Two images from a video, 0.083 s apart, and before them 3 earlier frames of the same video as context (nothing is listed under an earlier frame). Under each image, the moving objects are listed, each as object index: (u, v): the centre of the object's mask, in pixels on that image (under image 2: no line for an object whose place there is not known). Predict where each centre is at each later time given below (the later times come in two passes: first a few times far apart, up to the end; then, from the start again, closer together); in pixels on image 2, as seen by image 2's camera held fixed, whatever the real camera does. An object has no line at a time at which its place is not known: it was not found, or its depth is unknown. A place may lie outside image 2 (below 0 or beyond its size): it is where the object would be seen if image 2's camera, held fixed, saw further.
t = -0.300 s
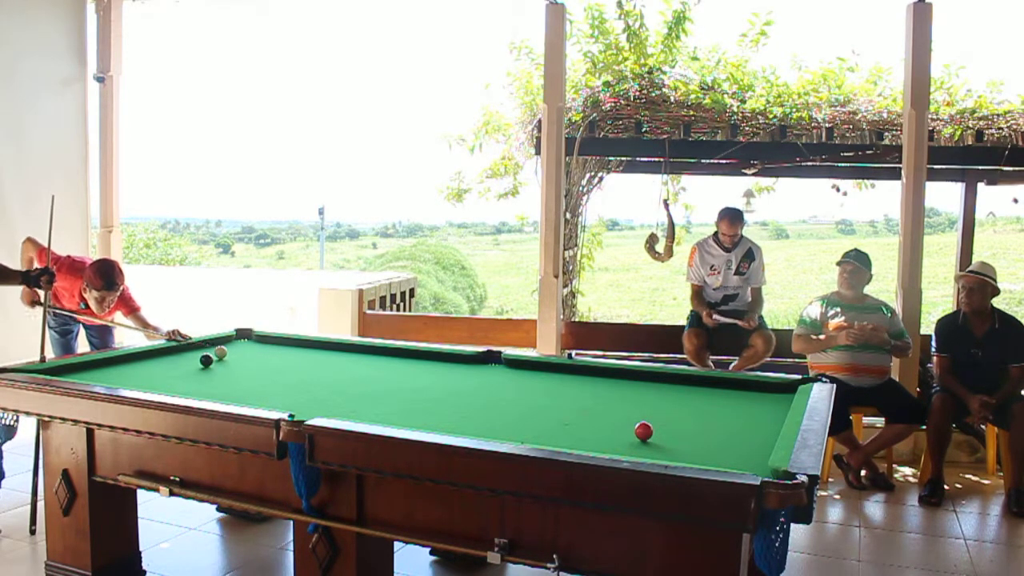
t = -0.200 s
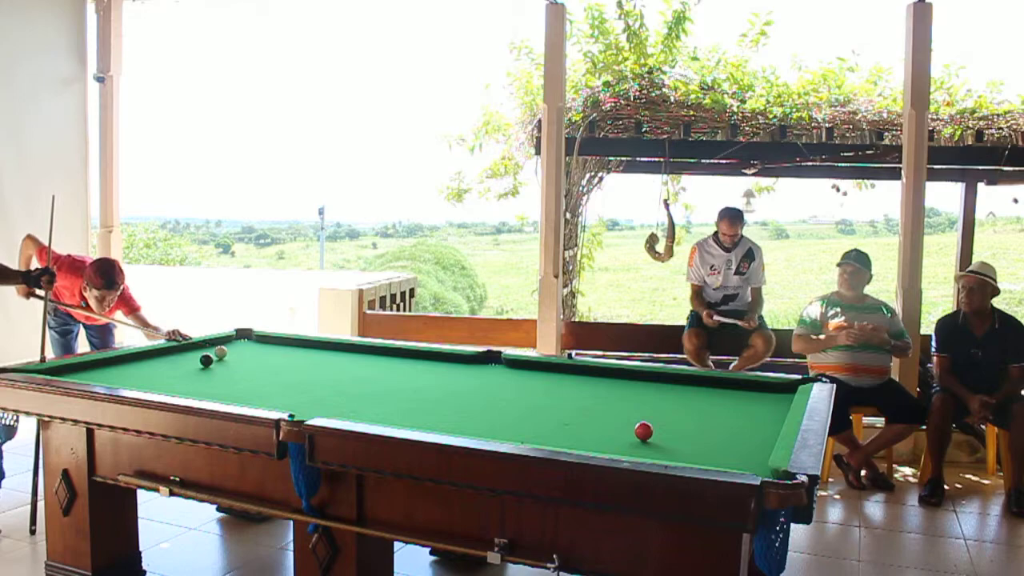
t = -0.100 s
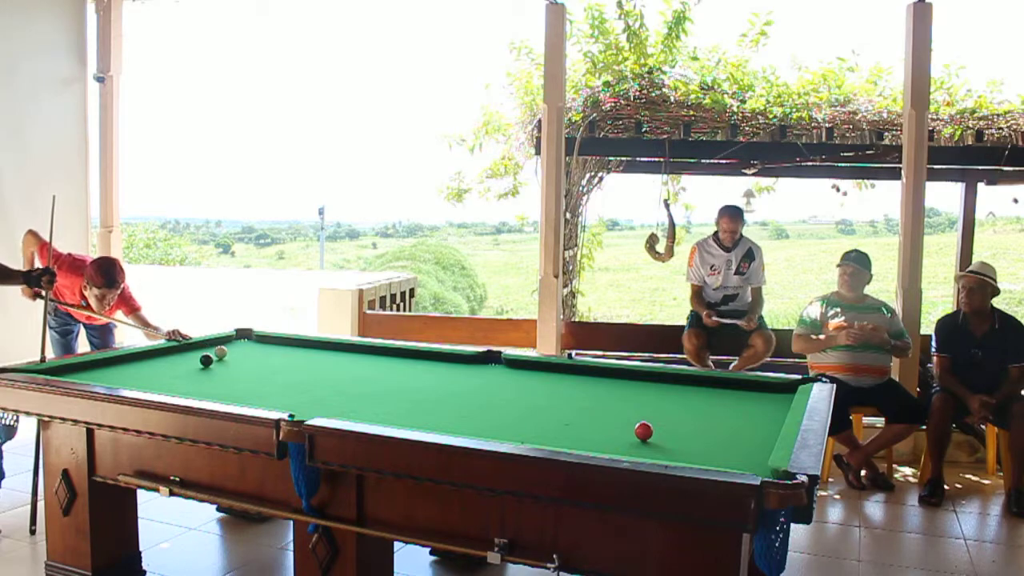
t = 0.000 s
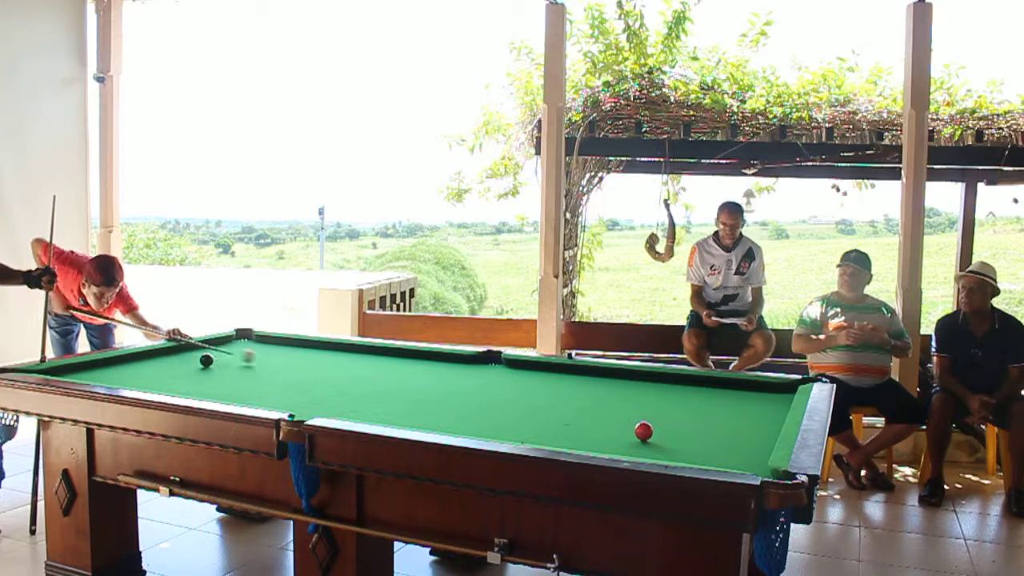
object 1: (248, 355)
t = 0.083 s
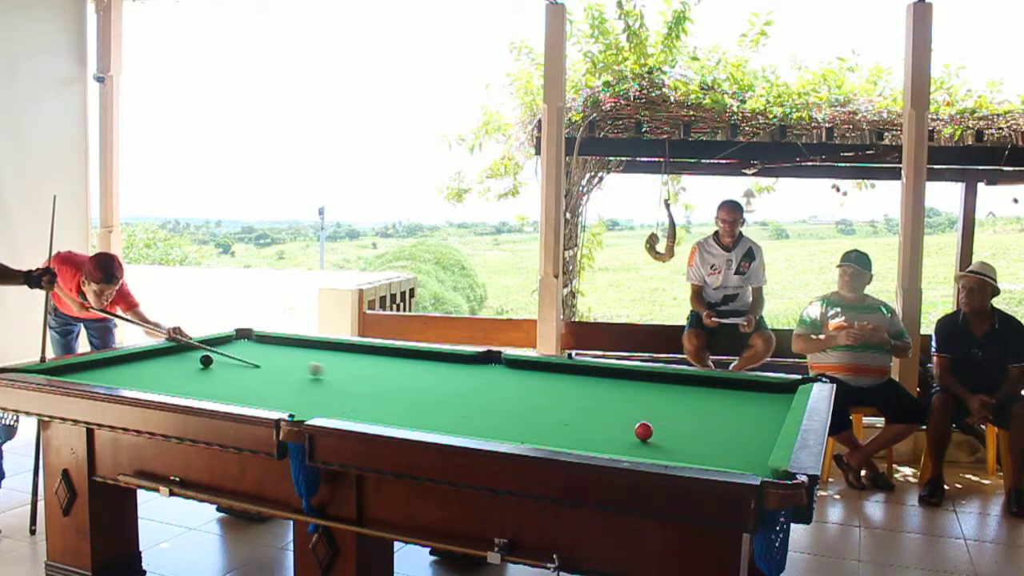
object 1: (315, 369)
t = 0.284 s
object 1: (509, 405)
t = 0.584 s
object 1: (717, 421)
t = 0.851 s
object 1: (719, 413)
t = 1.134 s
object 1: (640, 400)
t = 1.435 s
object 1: (569, 388)
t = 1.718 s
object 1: (509, 379)
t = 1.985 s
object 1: (460, 371)
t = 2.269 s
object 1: (415, 363)
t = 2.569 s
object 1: (373, 355)
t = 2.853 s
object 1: (339, 349)
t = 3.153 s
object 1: (307, 344)
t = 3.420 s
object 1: (282, 340)
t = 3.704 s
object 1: (256, 337)
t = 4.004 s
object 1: (246, 336)
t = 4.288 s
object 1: (261, 337)
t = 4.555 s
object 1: (272, 338)
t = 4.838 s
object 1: (280, 340)
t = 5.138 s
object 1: (287, 341)
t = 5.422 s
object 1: (292, 342)
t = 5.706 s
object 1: (297, 343)
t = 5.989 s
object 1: (300, 343)
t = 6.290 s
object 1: (302, 343)
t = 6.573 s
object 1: (303, 343)
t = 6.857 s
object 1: (302, 344)
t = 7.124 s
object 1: (302, 344)
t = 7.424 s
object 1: (302, 344)
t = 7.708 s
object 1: (302, 343)
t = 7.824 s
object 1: (302, 343)
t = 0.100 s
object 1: (329, 372)
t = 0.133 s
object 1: (359, 377)
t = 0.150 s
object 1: (374, 380)
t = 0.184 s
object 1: (406, 386)
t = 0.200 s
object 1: (423, 391)
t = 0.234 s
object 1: (455, 395)
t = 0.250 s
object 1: (474, 398)
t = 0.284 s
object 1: (509, 405)
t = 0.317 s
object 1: (546, 412)
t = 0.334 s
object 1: (564, 415)
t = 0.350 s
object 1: (584, 418)
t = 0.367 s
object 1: (604, 421)
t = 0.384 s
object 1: (624, 425)
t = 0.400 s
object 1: (636, 426)
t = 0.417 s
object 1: (643, 426)
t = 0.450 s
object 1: (656, 425)
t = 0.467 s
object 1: (663, 424)
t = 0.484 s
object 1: (671, 423)
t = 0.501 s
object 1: (678, 423)
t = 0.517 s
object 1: (686, 422)
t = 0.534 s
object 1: (693, 422)
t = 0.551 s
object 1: (701, 422)
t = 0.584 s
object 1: (717, 421)
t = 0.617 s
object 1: (734, 421)
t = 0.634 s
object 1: (743, 421)
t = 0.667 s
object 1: (760, 422)
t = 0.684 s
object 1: (769, 422)
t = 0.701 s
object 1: (776, 421)
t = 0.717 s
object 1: (770, 420)
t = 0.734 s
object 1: (762, 420)
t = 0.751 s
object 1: (755, 418)
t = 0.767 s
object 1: (749, 417)
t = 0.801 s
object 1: (736, 415)
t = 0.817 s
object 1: (730, 415)
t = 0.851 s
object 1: (719, 413)
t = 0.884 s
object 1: (710, 411)
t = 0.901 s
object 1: (705, 411)
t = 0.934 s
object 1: (696, 409)
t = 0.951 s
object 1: (690, 408)
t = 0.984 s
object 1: (681, 407)
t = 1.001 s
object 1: (676, 406)
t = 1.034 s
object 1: (668, 405)
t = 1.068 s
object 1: (658, 403)
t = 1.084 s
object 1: (654, 402)
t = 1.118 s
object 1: (645, 401)
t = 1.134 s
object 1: (640, 400)
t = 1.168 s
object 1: (632, 399)
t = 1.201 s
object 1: (624, 397)
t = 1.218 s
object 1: (620, 397)
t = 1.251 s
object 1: (611, 396)
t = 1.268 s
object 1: (607, 395)
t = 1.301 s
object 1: (599, 393)
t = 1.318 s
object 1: (595, 393)
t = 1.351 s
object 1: (587, 391)
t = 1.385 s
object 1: (580, 390)
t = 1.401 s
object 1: (576, 389)
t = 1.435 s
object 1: (569, 388)
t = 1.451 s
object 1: (565, 388)
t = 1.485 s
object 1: (557, 387)
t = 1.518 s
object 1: (550, 386)
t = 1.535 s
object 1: (546, 385)
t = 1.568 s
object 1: (539, 383)
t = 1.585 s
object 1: (535, 383)
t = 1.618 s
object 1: (529, 382)
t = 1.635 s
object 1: (525, 381)
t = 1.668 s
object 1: (518, 380)
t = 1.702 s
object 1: (512, 379)
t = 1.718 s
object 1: (509, 379)
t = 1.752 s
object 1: (502, 378)
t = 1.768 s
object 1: (499, 377)
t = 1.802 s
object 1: (493, 375)
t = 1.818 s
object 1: (490, 375)
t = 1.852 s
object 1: (484, 374)
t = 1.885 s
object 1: (478, 373)
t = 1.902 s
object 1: (475, 373)
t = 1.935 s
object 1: (469, 372)
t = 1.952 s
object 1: (466, 371)
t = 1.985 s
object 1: (460, 371)
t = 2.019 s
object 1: (455, 370)
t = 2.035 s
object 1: (452, 369)
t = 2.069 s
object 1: (446, 368)
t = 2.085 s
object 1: (443, 367)
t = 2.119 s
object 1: (438, 367)
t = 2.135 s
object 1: (435, 366)
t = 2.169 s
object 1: (430, 365)
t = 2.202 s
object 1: (425, 364)
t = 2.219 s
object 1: (422, 364)
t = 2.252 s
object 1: (417, 363)
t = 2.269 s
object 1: (415, 363)
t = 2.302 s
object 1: (410, 362)
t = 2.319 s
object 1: (408, 362)
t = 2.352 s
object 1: (403, 361)
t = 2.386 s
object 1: (398, 359)
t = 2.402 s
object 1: (396, 359)
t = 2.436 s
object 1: (391, 358)
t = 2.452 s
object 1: (389, 358)
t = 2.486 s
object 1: (384, 357)
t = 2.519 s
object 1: (380, 356)
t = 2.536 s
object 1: (377, 356)
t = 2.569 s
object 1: (373, 355)
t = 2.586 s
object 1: (371, 355)
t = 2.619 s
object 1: (367, 354)
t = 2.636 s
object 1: (365, 354)
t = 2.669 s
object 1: (361, 353)
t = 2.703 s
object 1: (357, 352)
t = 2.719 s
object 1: (355, 352)
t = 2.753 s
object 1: (351, 351)
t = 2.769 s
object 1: (349, 351)
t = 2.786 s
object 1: (347, 351)
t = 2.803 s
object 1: (345, 350)
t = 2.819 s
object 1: (343, 350)
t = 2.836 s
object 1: (341, 350)
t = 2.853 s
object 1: (339, 349)
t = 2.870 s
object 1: (337, 349)
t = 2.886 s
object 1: (336, 349)
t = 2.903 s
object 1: (333, 348)
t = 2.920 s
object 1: (331, 348)
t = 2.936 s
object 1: (330, 348)
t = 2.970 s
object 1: (326, 347)
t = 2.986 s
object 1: (324, 347)
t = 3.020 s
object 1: (321, 346)
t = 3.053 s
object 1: (317, 346)
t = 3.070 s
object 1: (315, 346)
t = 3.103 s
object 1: (312, 345)
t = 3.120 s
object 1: (310, 344)
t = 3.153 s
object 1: (307, 344)
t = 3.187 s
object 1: (304, 343)
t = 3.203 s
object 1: (302, 343)
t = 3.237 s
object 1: (299, 343)
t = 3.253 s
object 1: (297, 342)
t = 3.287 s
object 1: (294, 341)
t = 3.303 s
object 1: (293, 341)
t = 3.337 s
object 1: (290, 341)
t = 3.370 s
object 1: (286, 341)
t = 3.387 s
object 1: (285, 340)
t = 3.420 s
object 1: (282, 340)
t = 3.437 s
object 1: (281, 339)
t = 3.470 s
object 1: (278, 339)
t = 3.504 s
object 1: (275, 339)
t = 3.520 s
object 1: (274, 338)
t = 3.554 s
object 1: (270, 338)
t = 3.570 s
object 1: (268, 338)
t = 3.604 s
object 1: (265, 337)
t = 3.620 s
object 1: (263, 337)
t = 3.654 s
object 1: (260, 337)
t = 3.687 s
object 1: (257, 337)
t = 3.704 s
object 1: (256, 337)
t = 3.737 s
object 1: (252, 337)
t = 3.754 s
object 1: (249, 337)
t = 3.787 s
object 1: (247, 336)
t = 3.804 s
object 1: (245, 336)
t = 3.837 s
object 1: (242, 335)
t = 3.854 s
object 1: (240, 336)
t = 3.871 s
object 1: (239, 336)
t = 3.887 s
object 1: (239, 336)
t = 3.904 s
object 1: (240, 336)
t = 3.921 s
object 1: (240, 336)
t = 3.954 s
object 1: (243, 336)
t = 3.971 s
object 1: (243, 336)
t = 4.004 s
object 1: (246, 336)
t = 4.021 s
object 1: (247, 336)
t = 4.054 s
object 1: (249, 336)
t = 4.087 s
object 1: (251, 336)
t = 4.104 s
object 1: (251, 337)
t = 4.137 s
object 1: (253, 337)
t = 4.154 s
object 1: (254, 337)
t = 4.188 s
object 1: (257, 337)
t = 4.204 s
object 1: (258, 337)
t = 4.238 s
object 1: (259, 337)
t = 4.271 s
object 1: (261, 337)
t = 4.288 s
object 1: (261, 337)
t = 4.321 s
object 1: (264, 338)
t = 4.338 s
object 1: (264, 338)
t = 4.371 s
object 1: (266, 338)
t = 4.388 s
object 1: (266, 338)
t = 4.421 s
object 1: (267, 338)
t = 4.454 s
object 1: (268, 338)
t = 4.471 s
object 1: (269, 338)
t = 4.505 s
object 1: (270, 338)
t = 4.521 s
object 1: (270, 338)
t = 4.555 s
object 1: (272, 338)
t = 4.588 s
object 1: (273, 339)
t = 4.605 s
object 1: (273, 338)
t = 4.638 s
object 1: (274, 339)
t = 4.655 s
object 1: (275, 339)
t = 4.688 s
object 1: (276, 339)
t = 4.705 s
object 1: (276, 339)
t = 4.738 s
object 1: (277, 339)
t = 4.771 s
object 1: (278, 339)
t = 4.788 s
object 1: (278, 340)
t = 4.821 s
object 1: (279, 340)
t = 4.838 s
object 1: (280, 340)
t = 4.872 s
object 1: (281, 340)
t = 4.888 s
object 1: (281, 340)
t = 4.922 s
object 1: (282, 340)
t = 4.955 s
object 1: (283, 340)
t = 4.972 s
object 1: (283, 340)
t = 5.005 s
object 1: (285, 340)
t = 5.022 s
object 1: (285, 341)
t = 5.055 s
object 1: (285, 341)
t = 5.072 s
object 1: (286, 341)
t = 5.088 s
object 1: (286, 341)
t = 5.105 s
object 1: (287, 341)
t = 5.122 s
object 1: (287, 341)
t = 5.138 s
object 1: (287, 341)
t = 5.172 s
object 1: (288, 341)
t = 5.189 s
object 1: (288, 341)
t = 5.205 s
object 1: (288, 341)
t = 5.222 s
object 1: (289, 341)
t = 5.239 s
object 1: (289, 341)
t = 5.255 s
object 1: (289, 341)
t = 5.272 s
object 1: (290, 342)
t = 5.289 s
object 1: (290, 341)
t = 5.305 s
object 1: (290, 342)
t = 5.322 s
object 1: (290, 342)
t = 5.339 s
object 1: (291, 341)
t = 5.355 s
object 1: (291, 342)
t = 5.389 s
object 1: (292, 342)
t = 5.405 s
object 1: (292, 342)
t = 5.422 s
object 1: (292, 342)
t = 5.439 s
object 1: (293, 342)
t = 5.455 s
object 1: (293, 342)
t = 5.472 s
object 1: (293, 342)
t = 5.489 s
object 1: (293, 342)
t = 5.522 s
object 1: (294, 342)
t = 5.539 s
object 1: (294, 342)
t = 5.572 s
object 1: (295, 342)
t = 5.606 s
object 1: (295, 342)
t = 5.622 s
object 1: (296, 342)
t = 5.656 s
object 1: (296, 342)
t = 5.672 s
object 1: (297, 342)
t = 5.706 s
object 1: (297, 343)
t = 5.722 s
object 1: (297, 343)
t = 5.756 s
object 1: (298, 343)
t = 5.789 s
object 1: (298, 343)
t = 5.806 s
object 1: (298, 343)
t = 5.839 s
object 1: (299, 342)
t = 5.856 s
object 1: (299, 343)
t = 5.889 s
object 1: (300, 343)
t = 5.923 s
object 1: (300, 343)
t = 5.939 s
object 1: (300, 343)
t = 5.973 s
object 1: (300, 343)
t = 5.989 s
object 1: (300, 343)
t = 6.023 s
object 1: (301, 343)
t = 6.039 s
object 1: (301, 343)
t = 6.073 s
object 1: (301, 343)
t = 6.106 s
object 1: (301, 343)
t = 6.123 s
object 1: (301, 343)
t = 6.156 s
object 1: (301, 343)
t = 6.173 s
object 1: (301, 343)
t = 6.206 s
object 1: (301, 343)
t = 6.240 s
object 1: (302, 343)
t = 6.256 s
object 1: (302, 343)
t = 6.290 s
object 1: (302, 343)
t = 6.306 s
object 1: (302, 343)
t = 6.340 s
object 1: (302, 343)
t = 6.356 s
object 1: (302, 343)
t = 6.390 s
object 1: (302, 343)
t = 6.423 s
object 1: (302, 343)
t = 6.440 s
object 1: (302, 343)
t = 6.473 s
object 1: (303, 343)
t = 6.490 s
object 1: (303, 343)
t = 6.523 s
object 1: (303, 343)
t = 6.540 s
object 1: (303, 343)
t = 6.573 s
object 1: (303, 343)
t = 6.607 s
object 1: (303, 343)
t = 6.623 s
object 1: (303, 343)
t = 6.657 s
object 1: (303, 343)
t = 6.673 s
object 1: (303, 343)
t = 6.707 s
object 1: (302, 343)
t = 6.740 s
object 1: (302, 343)
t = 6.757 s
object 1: (302, 344)
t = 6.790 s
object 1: (302, 344)
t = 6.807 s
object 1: (302, 344)
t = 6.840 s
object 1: (302, 344)
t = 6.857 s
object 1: (302, 344)
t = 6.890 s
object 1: (302, 344)
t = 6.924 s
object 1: (302, 344)
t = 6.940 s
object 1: (302, 344)
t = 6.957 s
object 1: (302, 344)
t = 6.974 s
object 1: (302, 344)
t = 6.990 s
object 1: (302, 344)
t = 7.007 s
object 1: (302, 344)
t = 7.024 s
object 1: (302, 343)
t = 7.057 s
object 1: (302, 343)
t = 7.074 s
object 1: (302, 344)
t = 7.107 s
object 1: (302, 344)
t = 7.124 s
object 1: (302, 344)
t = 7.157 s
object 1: (302, 344)
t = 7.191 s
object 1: (302, 344)
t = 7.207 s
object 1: (302, 344)
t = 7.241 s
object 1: (302, 344)
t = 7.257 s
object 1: (302, 344)
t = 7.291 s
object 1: (302, 344)
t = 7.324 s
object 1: (302, 344)
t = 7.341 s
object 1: (302, 344)
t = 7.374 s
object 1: (302, 344)
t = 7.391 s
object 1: (302, 344)
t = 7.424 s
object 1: (302, 344)
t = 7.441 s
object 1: (302, 344)
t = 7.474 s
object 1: (302, 344)
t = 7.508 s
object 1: (302, 344)
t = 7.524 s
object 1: (302, 344)
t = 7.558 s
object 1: (302, 344)
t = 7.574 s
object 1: (302, 344)
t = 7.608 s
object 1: (302, 344)
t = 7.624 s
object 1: (302, 343)
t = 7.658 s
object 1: (302, 343)
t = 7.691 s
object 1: (302, 343)
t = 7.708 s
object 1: (302, 343)
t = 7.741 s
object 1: (302, 343)
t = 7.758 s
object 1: (302, 343)
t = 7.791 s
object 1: (302, 343)
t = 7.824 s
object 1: (302, 343)
